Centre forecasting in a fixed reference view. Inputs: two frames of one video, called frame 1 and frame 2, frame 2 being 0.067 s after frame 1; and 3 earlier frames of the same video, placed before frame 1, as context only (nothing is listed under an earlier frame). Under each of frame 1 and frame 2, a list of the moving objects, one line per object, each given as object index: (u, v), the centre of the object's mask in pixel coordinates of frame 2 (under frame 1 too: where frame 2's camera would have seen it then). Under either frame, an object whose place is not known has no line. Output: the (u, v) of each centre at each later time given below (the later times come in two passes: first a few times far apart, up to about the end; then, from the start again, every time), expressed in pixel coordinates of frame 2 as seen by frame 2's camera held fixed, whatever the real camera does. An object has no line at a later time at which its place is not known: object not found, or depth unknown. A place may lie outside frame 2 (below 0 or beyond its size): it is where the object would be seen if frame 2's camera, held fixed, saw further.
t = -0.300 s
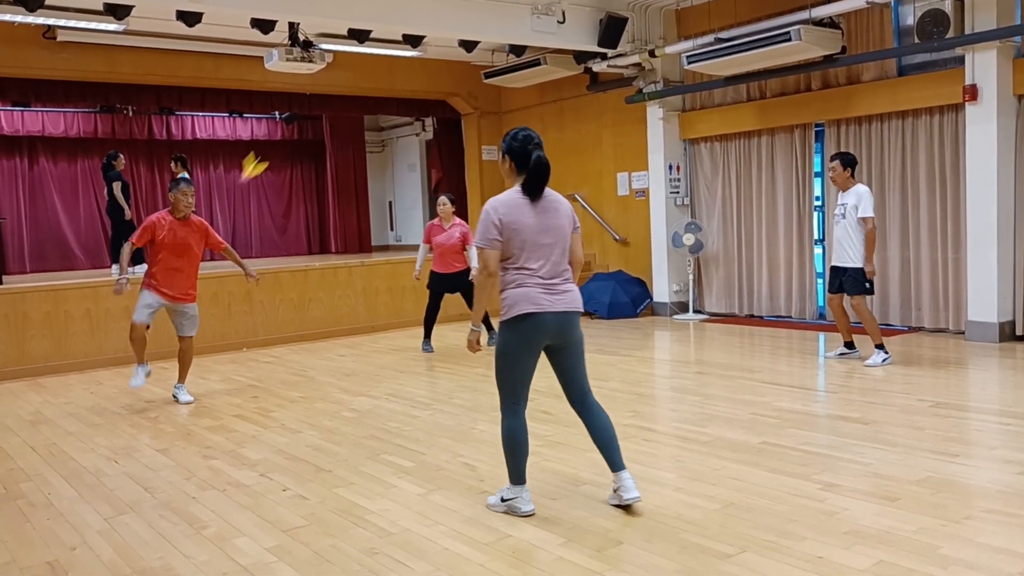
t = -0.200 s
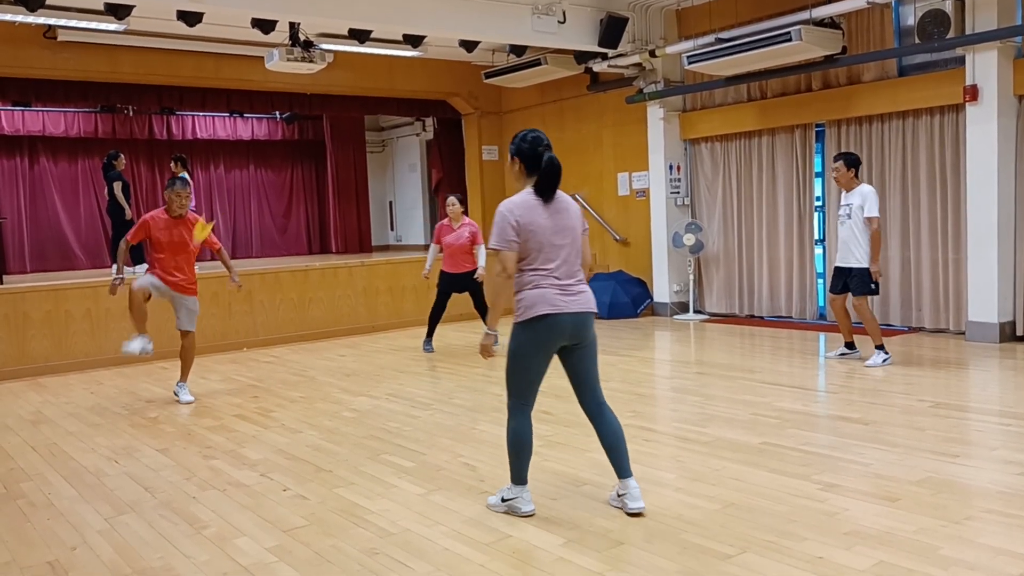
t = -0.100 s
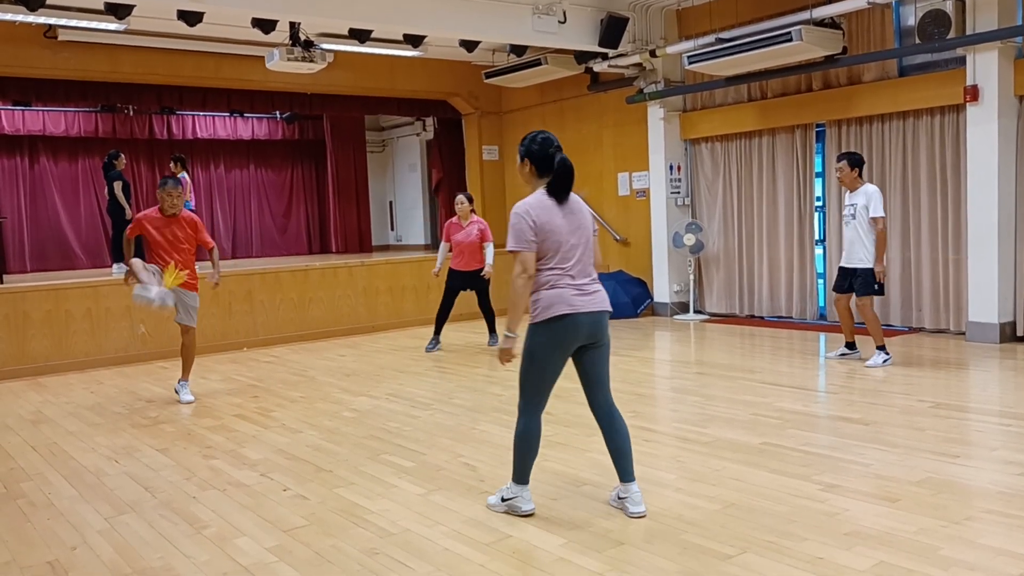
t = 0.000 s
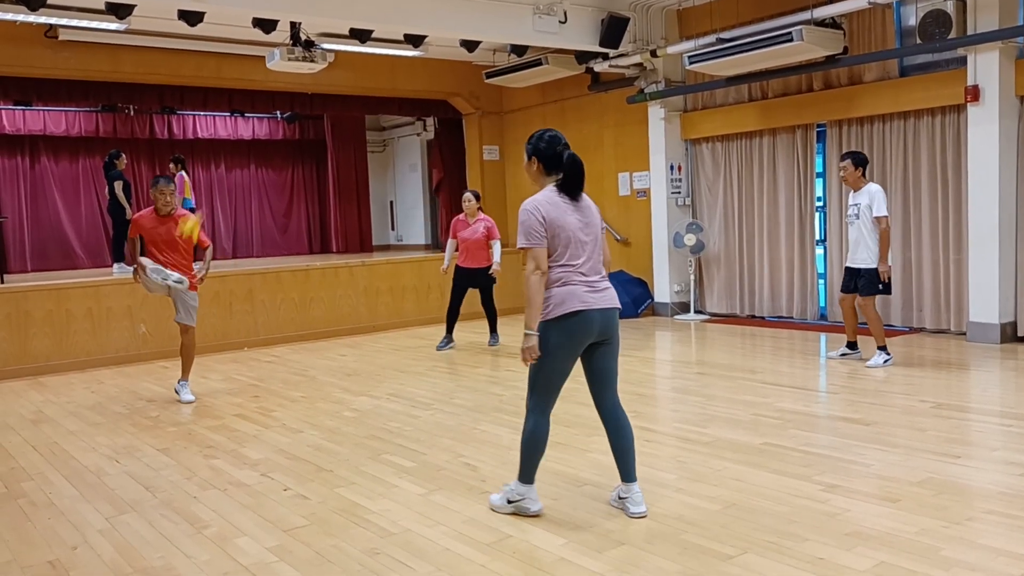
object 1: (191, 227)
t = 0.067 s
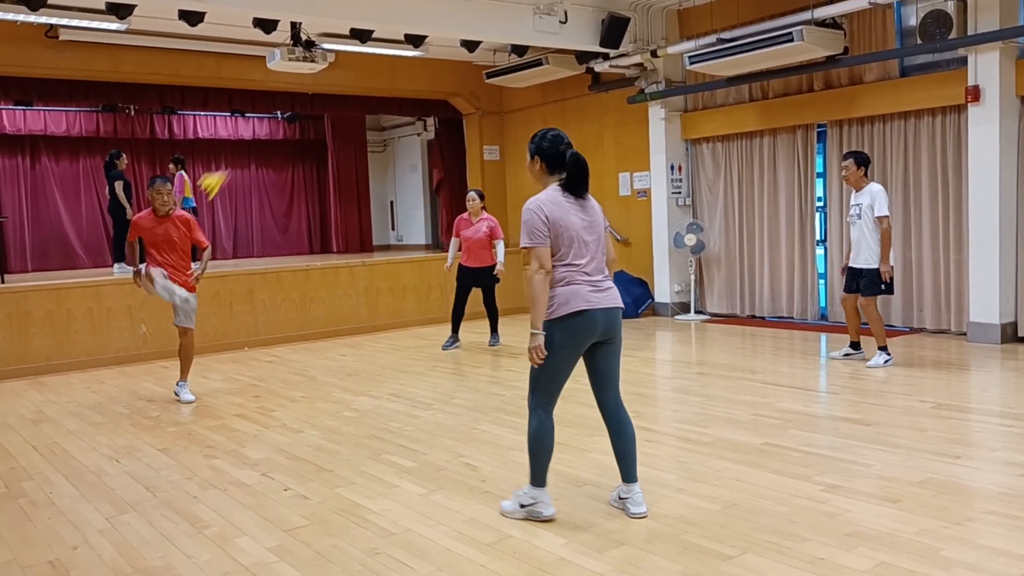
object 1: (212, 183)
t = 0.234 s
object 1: (283, 111)
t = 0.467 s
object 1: (379, 71)
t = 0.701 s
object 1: (495, 129)
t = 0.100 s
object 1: (228, 165)
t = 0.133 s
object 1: (242, 150)
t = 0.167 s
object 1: (257, 136)
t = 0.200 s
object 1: (271, 123)
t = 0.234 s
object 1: (283, 111)
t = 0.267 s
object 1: (295, 100)
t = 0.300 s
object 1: (308, 92)
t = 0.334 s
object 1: (321, 84)
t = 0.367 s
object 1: (335, 79)
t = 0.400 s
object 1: (349, 74)
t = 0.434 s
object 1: (364, 72)
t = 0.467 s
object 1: (379, 71)
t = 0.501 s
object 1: (395, 72)
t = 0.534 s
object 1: (411, 76)
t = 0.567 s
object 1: (428, 82)
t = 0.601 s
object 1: (444, 91)
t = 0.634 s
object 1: (461, 102)
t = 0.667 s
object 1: (478, 114)
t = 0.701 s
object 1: (495, 129)
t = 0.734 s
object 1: (512, 147)
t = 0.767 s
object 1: (530, 165)
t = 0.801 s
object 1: (546, 186)
